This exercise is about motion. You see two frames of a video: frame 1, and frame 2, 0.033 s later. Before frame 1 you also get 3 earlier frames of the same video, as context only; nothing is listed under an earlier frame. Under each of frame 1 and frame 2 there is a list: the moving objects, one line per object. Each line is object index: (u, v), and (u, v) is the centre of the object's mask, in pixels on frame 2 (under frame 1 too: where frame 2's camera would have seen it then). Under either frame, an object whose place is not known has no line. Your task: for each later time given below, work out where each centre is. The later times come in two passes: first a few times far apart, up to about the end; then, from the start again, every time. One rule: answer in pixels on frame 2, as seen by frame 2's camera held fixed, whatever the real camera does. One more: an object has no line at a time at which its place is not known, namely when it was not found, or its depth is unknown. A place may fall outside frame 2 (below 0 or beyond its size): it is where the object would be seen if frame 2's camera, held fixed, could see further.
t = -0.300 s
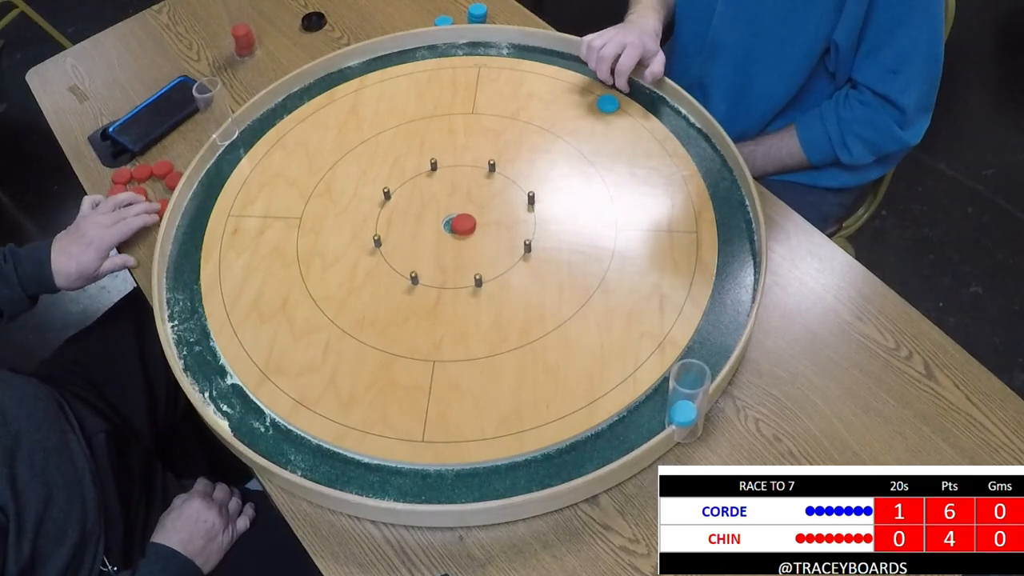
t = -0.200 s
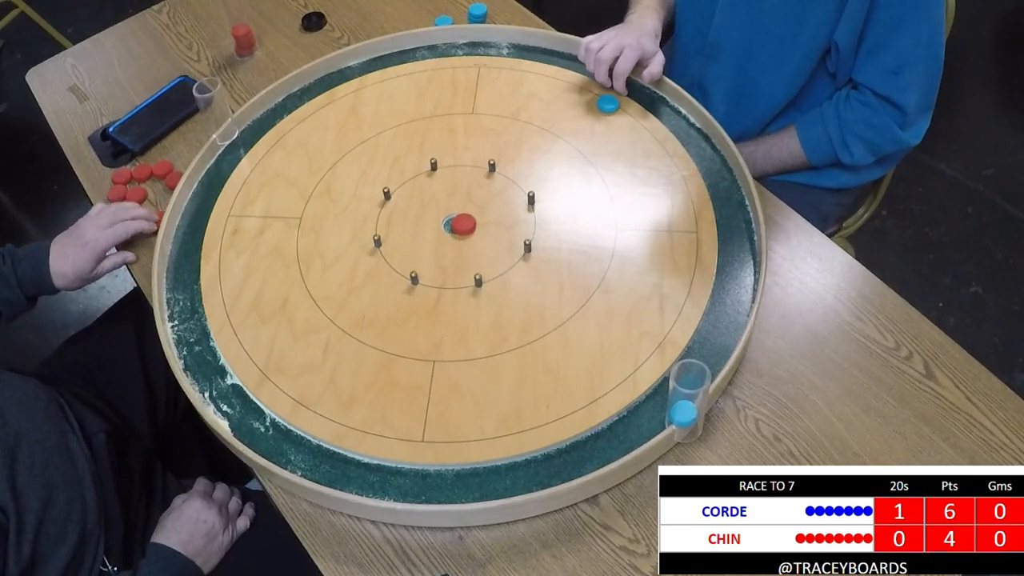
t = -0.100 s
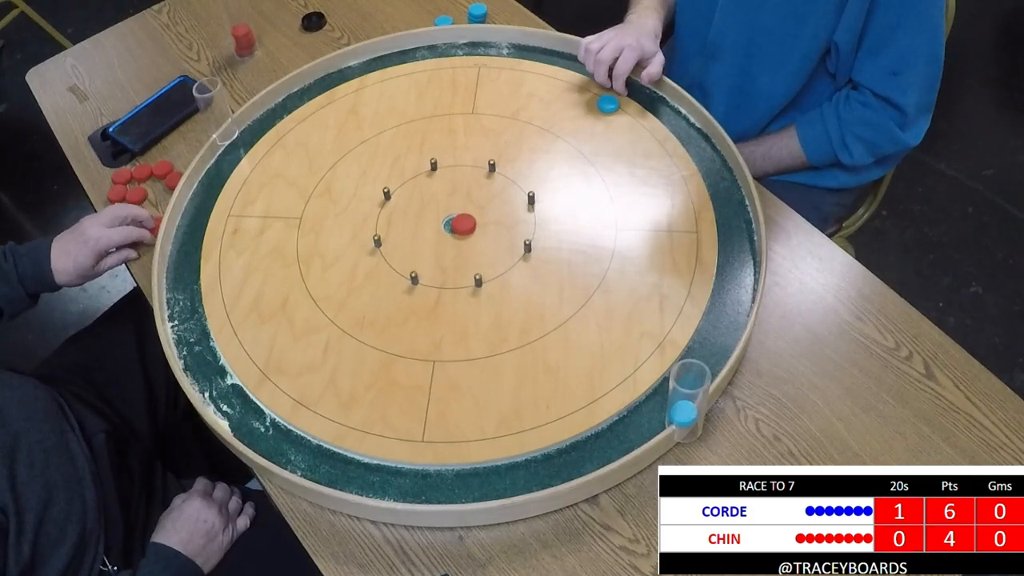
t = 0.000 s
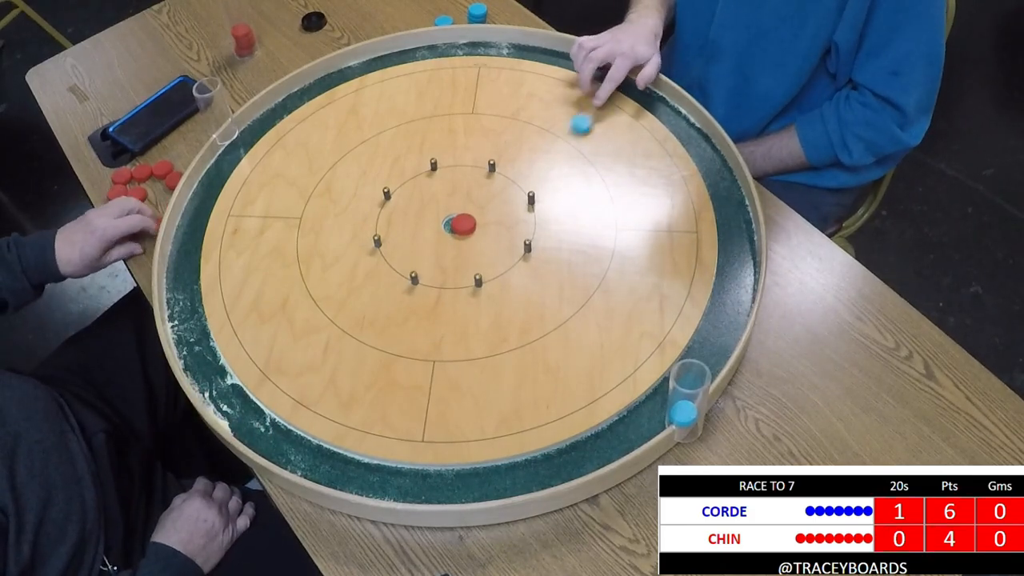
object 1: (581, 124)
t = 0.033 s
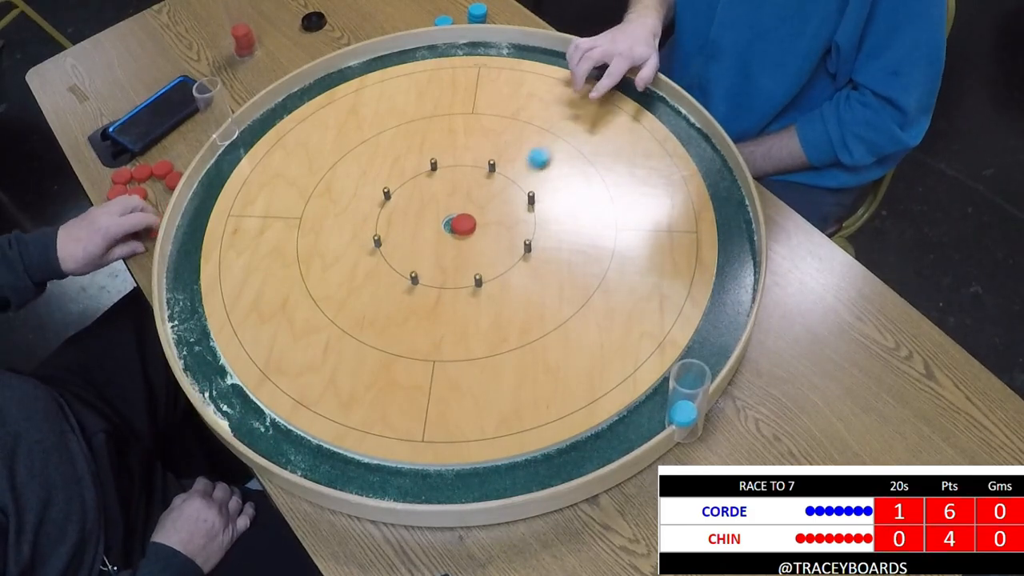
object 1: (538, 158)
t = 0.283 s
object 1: (381, 212)
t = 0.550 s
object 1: (309, 216)
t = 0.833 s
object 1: (290, 217)
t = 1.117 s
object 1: (290, 217)
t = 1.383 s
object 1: (290, 217)
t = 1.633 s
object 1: (290, 217)
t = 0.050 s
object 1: (516, 175)
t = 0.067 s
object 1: (494, 192)
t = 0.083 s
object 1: (473, 207)
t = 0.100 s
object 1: (464, 207)
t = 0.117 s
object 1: (456, 207)
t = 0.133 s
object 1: (447, 208)
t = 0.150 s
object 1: (438, 209)
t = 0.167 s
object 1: (430, 209)
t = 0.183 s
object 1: (423, 209)
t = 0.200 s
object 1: (416, 210)
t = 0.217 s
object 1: (409, 210)
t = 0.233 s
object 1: (401, 211)
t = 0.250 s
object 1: (395, 211)
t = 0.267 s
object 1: (388, 211)
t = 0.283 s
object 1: (381, 212)
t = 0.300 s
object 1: (375, 212)
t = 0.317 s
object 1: (369, 212)
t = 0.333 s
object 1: (364, 212)
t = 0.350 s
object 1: (358, 213)
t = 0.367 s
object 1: (353, 213)
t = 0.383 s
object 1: (347, 213)
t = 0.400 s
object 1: (343, 213)
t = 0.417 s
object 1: (338, 214)
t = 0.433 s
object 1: (334, 214)
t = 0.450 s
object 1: (330, 214)
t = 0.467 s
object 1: (326, 215)
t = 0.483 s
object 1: (322, 215)
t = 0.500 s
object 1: (318, 215)
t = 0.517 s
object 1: (315, 215)
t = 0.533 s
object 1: (312, 215)
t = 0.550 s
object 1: (309, 216)
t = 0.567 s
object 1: (306, 216)
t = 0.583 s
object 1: (304, 216)
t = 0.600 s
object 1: (301, 216)
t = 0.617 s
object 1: (299, 216)
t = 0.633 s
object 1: (297, 216)
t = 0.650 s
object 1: (295, 216)
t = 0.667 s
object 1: (294, 217)
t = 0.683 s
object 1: (293, 217)
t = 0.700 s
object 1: (291, 217)
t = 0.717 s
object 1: (291, 217)
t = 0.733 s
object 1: (290, 217)
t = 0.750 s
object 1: (290, 217)
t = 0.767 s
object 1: (290, 217)
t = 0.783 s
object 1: (290, 217)
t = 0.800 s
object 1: (290, 217)
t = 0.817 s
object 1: (290, 217)
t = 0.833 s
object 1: (290, 217)
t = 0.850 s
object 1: (290, 217)
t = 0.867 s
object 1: (290, 217)
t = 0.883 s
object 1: (290, 217)
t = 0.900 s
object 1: (290, 217)
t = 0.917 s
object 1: (290, 217)
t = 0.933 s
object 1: (290, 217)
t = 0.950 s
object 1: (290, 217)
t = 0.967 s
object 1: (290, 217)
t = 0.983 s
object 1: (290, 217)
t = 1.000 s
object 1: (290, 217)
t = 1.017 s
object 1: (290, 217)
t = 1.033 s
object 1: (290, 217)
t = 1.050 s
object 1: (290, 217)
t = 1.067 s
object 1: (290, 217)
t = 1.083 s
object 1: (290, 217)
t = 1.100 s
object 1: (290, 217)
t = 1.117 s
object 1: (290, 217)
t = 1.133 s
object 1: (290, 217)
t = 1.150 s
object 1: (290, 217)
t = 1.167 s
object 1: (290, 217)
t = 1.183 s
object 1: (290, 217)
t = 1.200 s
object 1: (290, 217)
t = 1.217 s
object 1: (290, 217)
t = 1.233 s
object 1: (290, 217)
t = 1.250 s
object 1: (290, 217)
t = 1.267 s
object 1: (290, 217)
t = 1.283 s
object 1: (290, 217)
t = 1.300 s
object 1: (290, 217)
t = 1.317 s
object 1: (290, 217)
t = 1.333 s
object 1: (290, 217)
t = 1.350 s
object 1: (290, 217)
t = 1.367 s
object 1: (290, 217)
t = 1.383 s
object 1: (290, 217)
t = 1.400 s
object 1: (290, 217)
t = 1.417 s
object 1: (290, 217)
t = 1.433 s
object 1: (290, 217)
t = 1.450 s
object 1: (290, 217)
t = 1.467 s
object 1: (290, 217)
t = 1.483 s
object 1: (290, 217)
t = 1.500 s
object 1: (290, 217)
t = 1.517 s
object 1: (290, 217)
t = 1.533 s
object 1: (290, 217)
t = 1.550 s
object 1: (290, 217)
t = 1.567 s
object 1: (290, 217)
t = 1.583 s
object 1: (290, 217)
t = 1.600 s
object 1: (290, 217)
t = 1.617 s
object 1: (290, 217)
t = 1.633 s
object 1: (290, 217)
